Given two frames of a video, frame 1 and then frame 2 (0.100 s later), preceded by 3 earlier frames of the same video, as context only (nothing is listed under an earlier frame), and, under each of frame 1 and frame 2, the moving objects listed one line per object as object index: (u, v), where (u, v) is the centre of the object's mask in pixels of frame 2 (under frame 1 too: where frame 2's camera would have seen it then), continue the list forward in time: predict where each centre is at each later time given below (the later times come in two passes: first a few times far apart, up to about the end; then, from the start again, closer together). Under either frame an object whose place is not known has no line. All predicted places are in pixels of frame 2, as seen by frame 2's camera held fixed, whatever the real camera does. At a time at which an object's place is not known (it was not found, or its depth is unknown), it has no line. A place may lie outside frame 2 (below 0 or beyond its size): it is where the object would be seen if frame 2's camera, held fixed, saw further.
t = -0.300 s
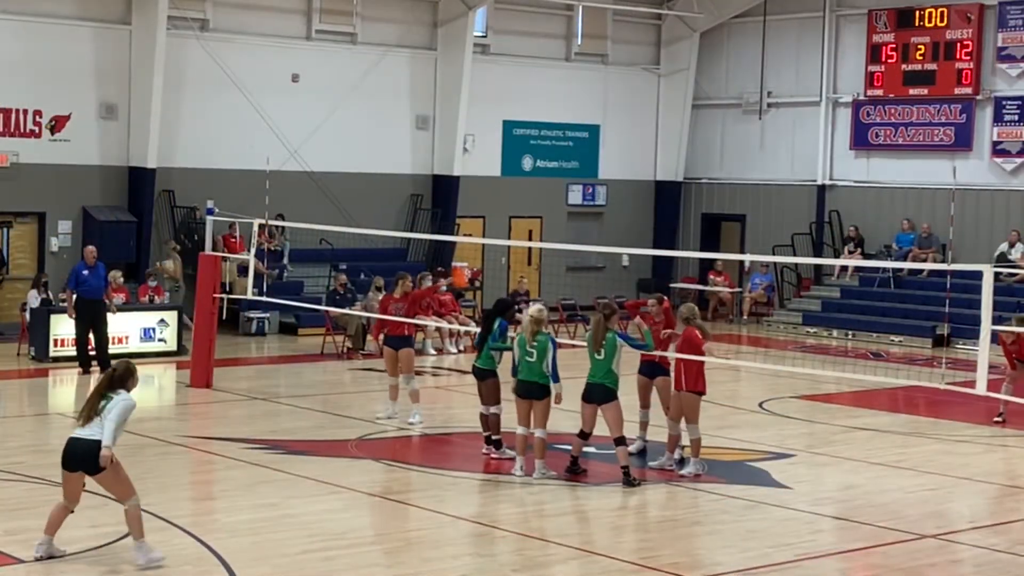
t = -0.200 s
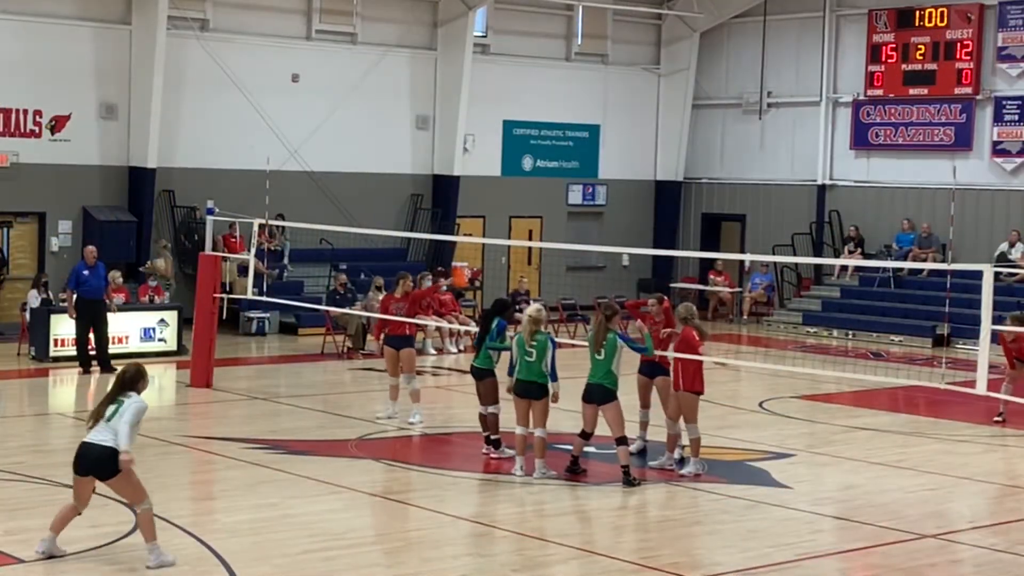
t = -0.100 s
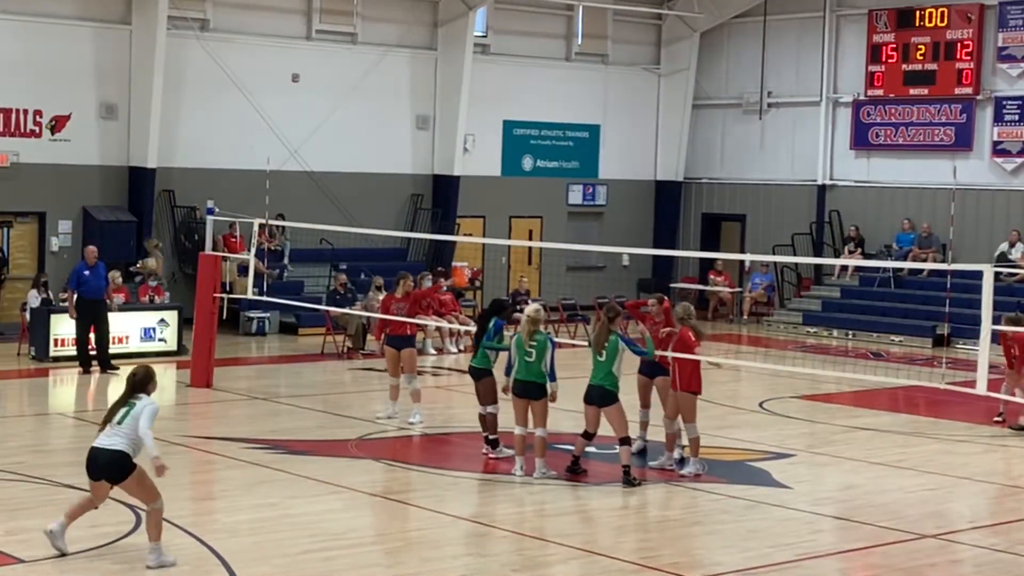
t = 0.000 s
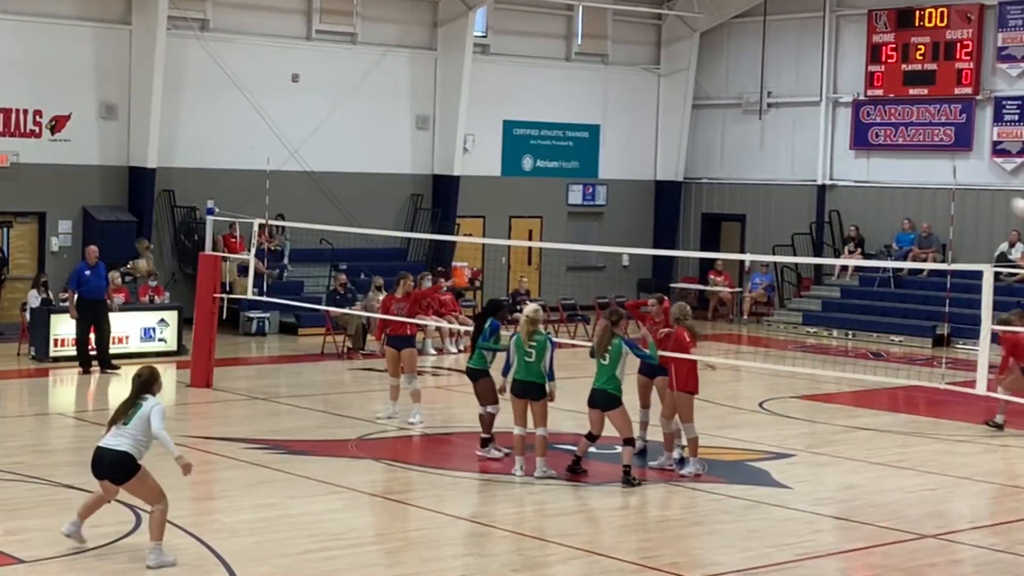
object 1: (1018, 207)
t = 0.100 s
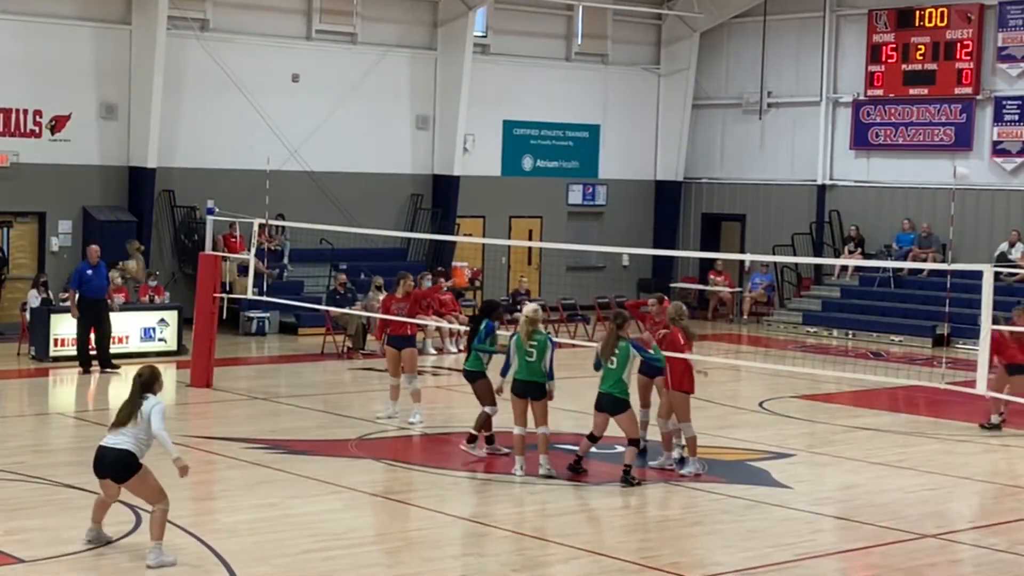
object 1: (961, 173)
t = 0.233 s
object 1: (873, 141)
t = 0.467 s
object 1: (714, 109)
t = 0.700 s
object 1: (542, 129)
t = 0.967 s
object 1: (330, 205)
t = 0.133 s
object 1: (939, 163)
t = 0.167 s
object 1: (918, 154)
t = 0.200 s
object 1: (895, 147)
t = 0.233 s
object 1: (873, 141)
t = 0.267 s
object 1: (854, 135)
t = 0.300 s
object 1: (828, 128)
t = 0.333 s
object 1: (808, 121)
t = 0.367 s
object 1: (784, 117)
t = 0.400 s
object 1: (761, 113)
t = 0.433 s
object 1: (737, 110)
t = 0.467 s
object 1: (714, 109)
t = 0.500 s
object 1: (689, 110)
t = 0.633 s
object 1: (593, 119)
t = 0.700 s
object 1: (542, 129)
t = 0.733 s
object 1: (517, 135)
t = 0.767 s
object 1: (490, 142)
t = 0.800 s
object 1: (464, 150)
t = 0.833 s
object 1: (438, 157)
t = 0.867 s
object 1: (412, 169)
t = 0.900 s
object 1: (383, 180)
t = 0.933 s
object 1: (358, 192)
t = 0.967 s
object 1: (330, 205)
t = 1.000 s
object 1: (305, 216)
